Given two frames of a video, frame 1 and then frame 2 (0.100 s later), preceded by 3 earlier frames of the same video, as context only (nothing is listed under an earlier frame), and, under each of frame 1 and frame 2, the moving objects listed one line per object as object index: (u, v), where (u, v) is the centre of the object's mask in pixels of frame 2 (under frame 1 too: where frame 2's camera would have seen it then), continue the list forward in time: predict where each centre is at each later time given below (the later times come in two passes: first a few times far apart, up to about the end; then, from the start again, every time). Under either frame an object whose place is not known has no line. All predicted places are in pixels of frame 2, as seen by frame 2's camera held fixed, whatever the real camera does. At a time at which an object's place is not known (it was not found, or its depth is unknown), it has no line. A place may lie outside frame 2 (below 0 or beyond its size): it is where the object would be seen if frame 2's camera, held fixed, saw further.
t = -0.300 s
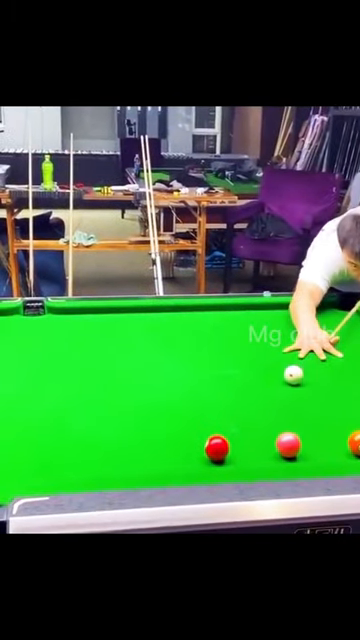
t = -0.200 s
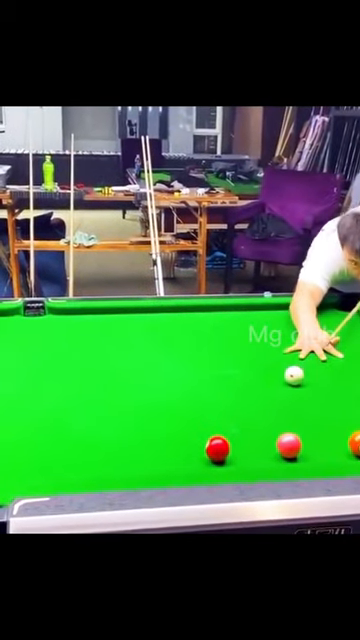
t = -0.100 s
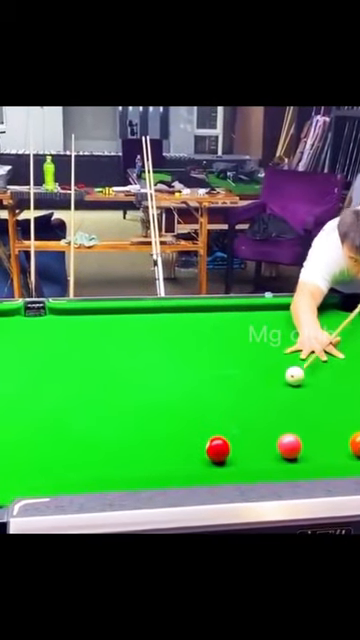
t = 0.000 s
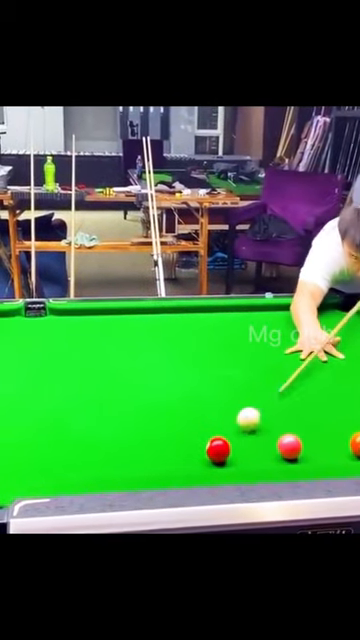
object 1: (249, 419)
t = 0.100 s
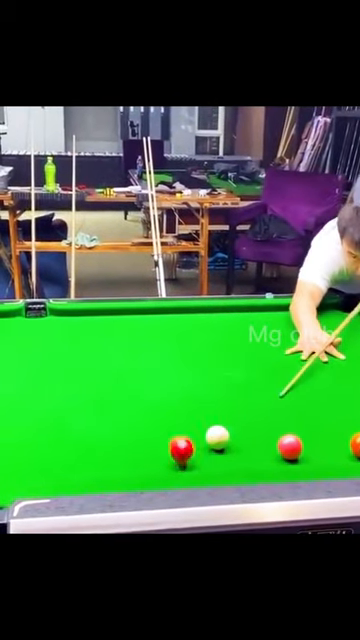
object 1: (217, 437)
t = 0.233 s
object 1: (207, 427)
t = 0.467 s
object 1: (207, 403)
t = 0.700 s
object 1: (207, 384)
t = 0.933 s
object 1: (207, 367)
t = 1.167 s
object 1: (207, 353)
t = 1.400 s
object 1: (208, 341)
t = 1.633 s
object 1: (208, 330)
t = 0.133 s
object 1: (213, 435)
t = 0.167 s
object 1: (210, 433)
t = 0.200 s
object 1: (208, 430)
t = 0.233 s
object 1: (207, 427)
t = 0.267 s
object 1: (206, 424)
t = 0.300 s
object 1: (206, 420)
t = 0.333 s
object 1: (206, 416)
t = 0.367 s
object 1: (206, 413)
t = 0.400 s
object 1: (206, 410)
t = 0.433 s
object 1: (206, 406)
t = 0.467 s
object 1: (207, 403)
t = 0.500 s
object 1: (207, 400)
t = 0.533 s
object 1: (206, 397)
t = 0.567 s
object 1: (207, 394)
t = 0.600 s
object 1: (207, 391)
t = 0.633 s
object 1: (207, 389)
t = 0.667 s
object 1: (207, 386)
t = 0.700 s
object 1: (207, 384)
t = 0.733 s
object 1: (207, 381)
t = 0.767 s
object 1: (207, 378)
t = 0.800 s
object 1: (207, 376)
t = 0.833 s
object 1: (207, 374)
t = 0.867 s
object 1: (207, 372)
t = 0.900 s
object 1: (207, 369)
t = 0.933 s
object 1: (207, 367)
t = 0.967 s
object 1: (207, 365)
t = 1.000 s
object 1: (207, 363)
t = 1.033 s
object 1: (207, 361)
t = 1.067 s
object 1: (207, 359)
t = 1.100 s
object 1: (207, 356)
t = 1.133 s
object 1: (207, 355)
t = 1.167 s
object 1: (207, 353)
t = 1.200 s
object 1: (207, 351)
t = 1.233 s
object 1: (207, 349)
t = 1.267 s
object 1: (207, 347)
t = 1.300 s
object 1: (207, 346)
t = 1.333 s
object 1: (207, 344)
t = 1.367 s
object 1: (207, 342)
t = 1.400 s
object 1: (208, 341)
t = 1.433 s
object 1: (208, 339)
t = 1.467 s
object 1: (208, 338)
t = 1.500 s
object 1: (208, 336)
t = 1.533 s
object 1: (208, 335)
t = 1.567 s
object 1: (208, 333)
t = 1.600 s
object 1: (208, 332)
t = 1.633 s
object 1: (208, 330)
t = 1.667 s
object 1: (208, 329)
